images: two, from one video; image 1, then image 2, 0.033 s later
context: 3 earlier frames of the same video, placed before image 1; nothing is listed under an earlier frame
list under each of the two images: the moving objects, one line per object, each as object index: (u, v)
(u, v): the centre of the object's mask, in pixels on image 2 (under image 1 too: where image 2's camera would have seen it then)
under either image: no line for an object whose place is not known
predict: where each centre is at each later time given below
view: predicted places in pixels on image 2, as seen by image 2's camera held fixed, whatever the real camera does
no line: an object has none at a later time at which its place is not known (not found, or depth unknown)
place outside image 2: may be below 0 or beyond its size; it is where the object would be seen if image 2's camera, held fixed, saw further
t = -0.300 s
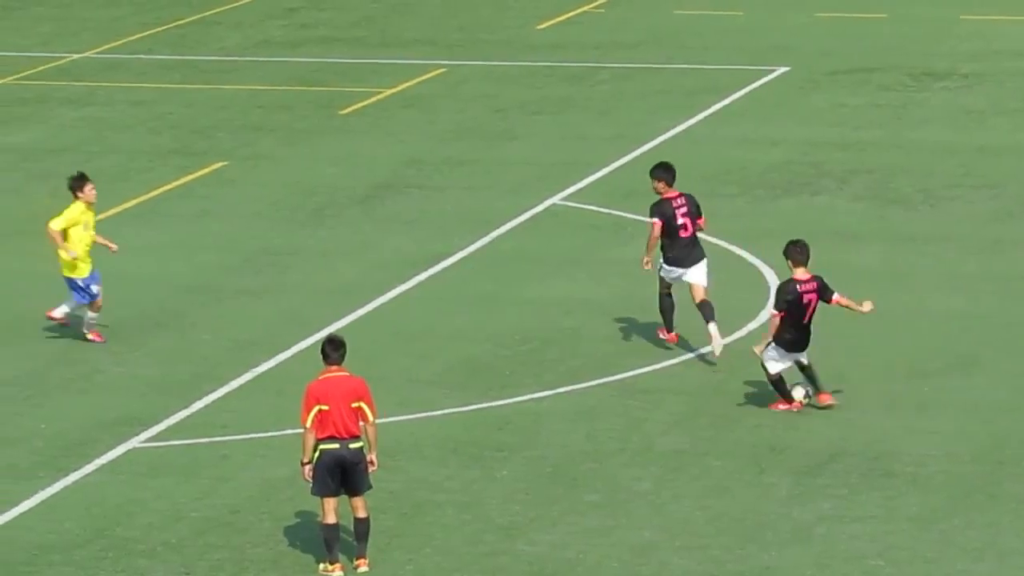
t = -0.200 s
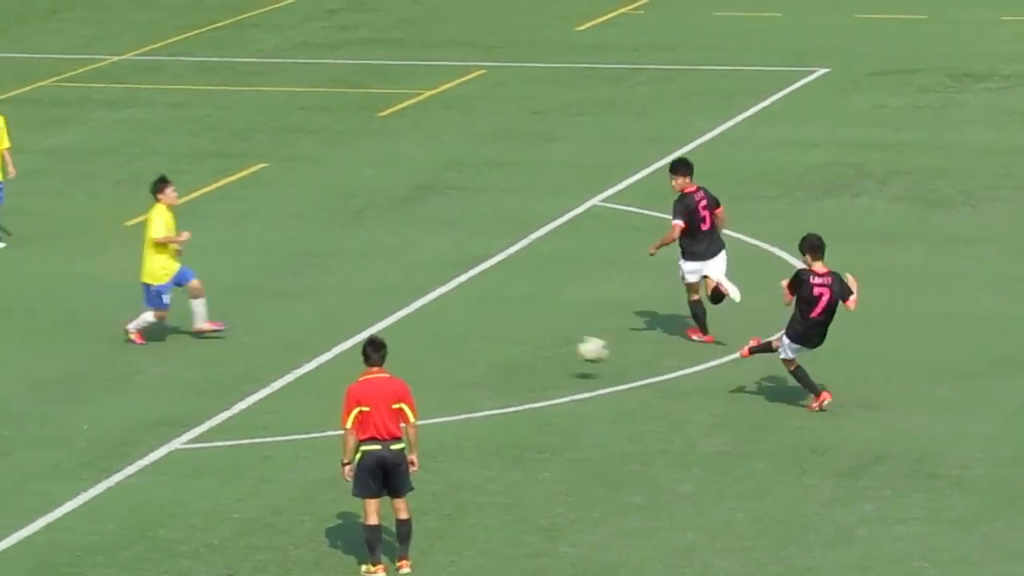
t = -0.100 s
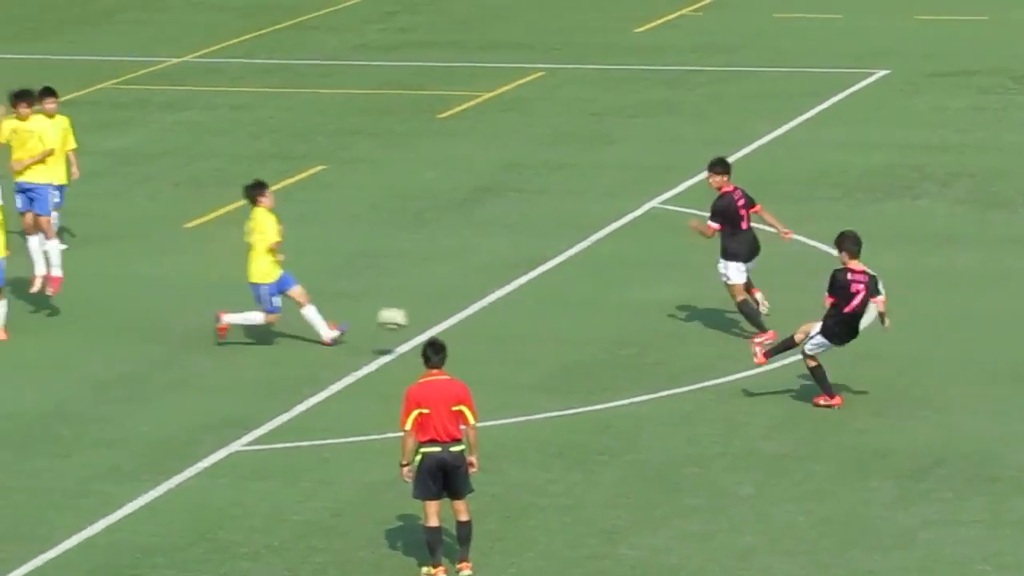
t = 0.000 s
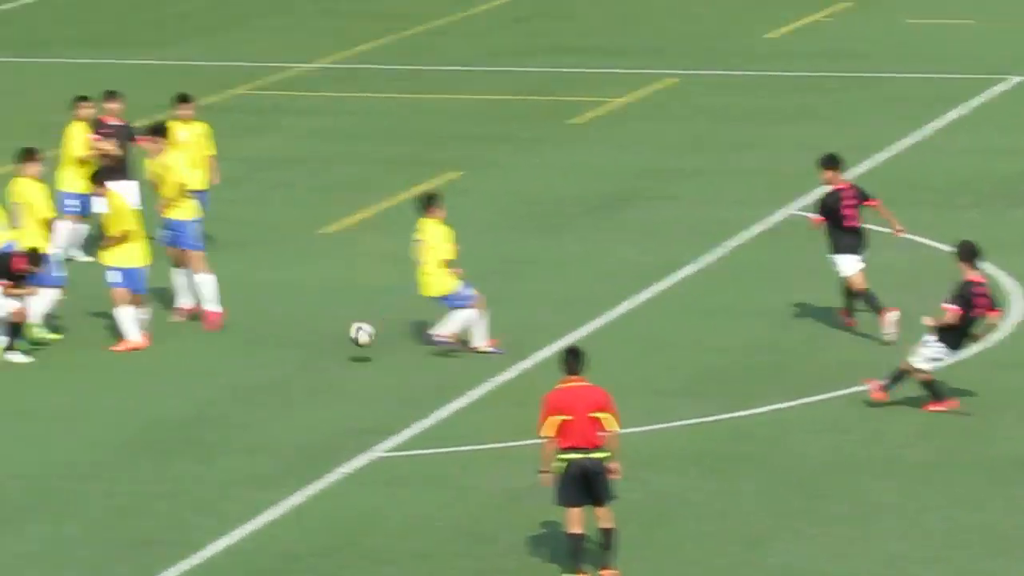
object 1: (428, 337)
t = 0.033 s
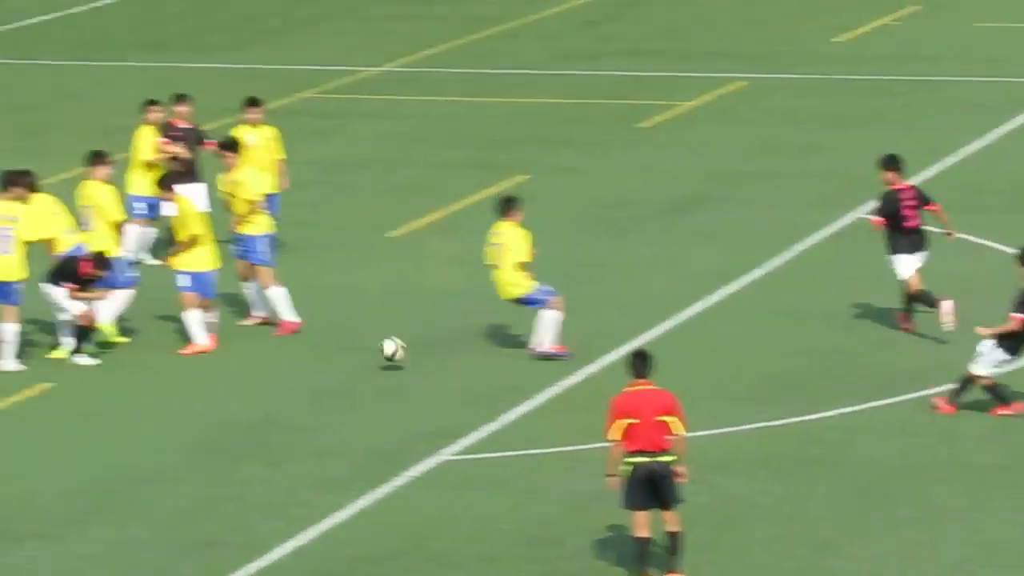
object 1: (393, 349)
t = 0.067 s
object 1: (356, 363)
